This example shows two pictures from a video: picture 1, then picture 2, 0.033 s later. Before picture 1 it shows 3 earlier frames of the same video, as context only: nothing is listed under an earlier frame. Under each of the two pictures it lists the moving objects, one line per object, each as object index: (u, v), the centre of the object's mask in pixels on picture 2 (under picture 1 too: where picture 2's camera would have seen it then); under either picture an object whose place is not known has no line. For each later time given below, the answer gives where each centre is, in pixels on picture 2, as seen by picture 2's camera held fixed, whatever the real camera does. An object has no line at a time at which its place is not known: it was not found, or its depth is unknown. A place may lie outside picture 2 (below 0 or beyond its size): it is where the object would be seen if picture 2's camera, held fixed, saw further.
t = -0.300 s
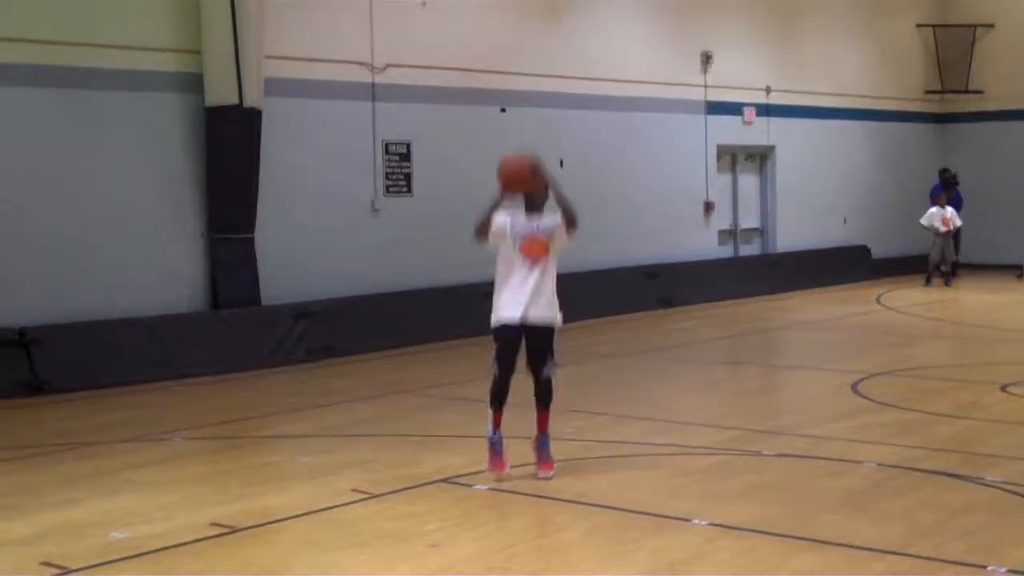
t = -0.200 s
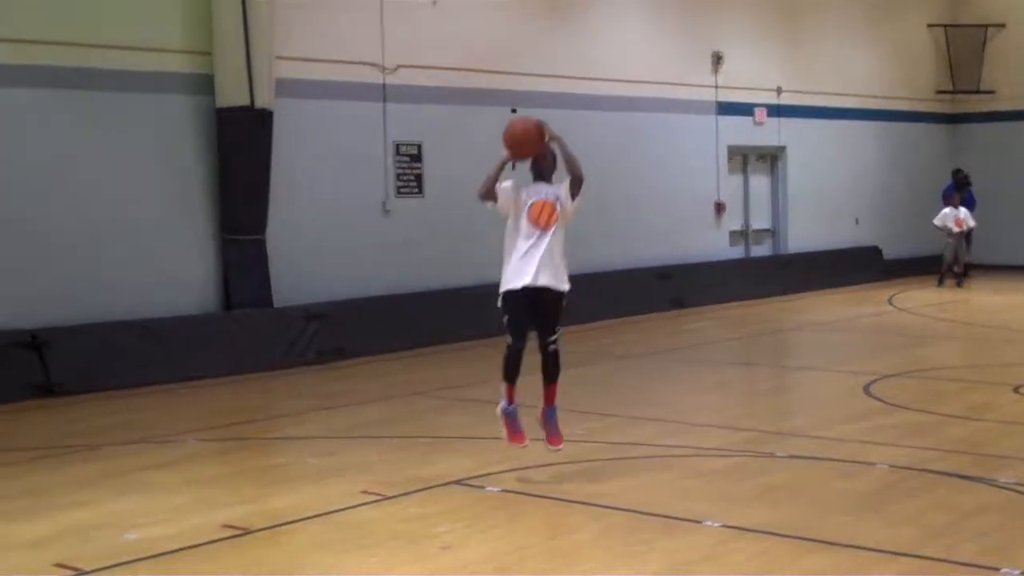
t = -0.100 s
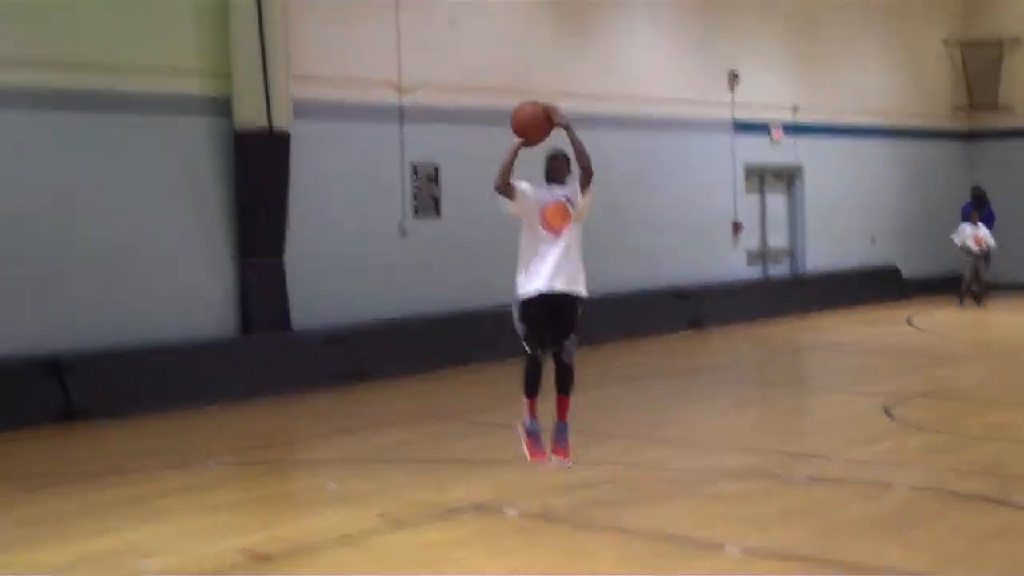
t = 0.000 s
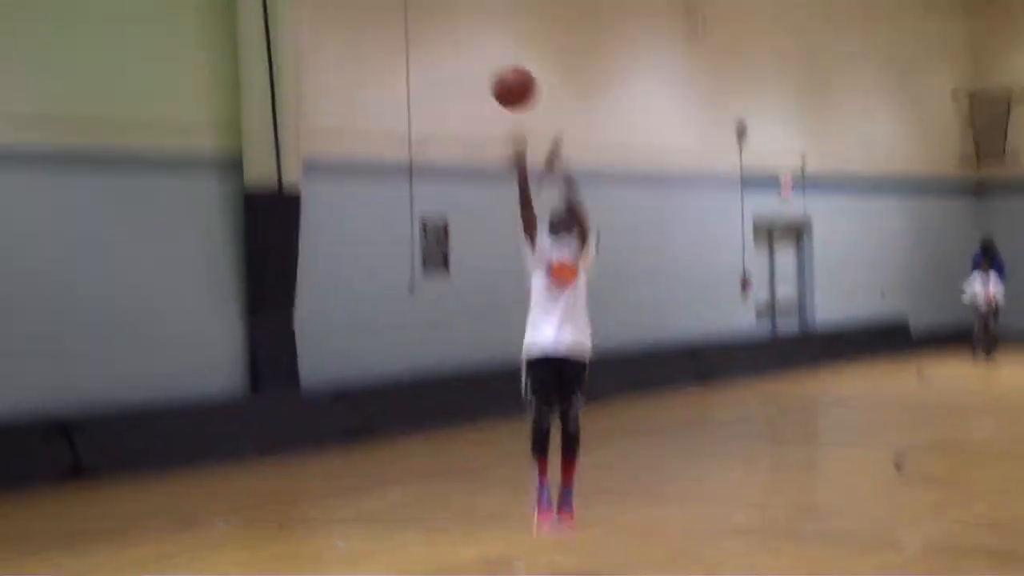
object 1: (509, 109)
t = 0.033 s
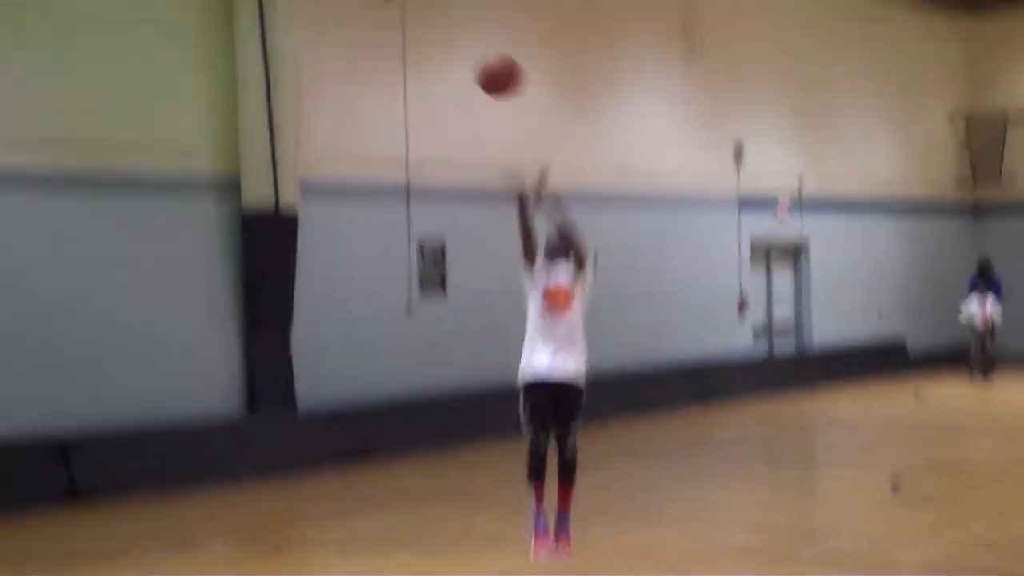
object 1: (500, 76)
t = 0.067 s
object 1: (487, 43)
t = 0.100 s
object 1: (471, 6)
